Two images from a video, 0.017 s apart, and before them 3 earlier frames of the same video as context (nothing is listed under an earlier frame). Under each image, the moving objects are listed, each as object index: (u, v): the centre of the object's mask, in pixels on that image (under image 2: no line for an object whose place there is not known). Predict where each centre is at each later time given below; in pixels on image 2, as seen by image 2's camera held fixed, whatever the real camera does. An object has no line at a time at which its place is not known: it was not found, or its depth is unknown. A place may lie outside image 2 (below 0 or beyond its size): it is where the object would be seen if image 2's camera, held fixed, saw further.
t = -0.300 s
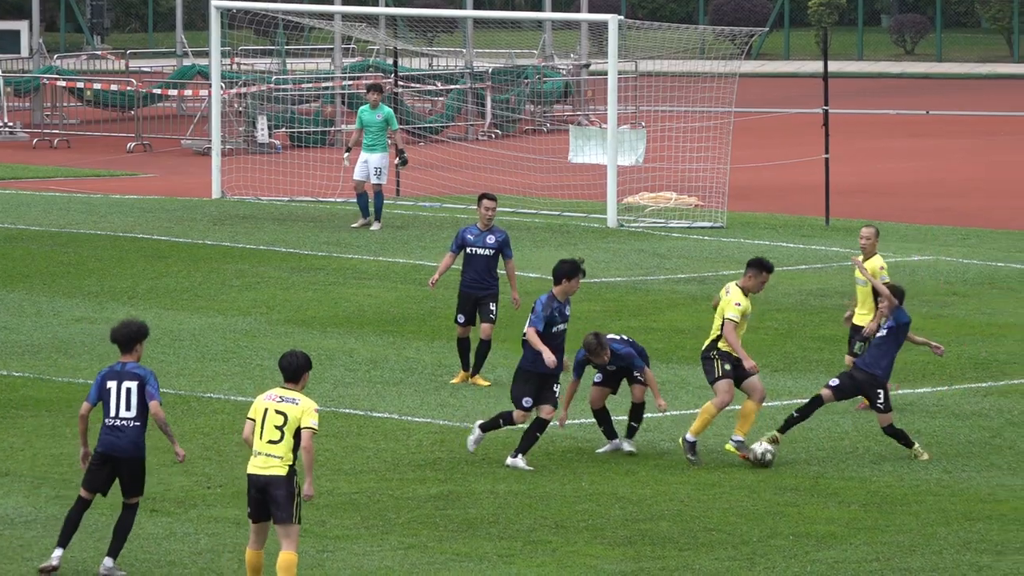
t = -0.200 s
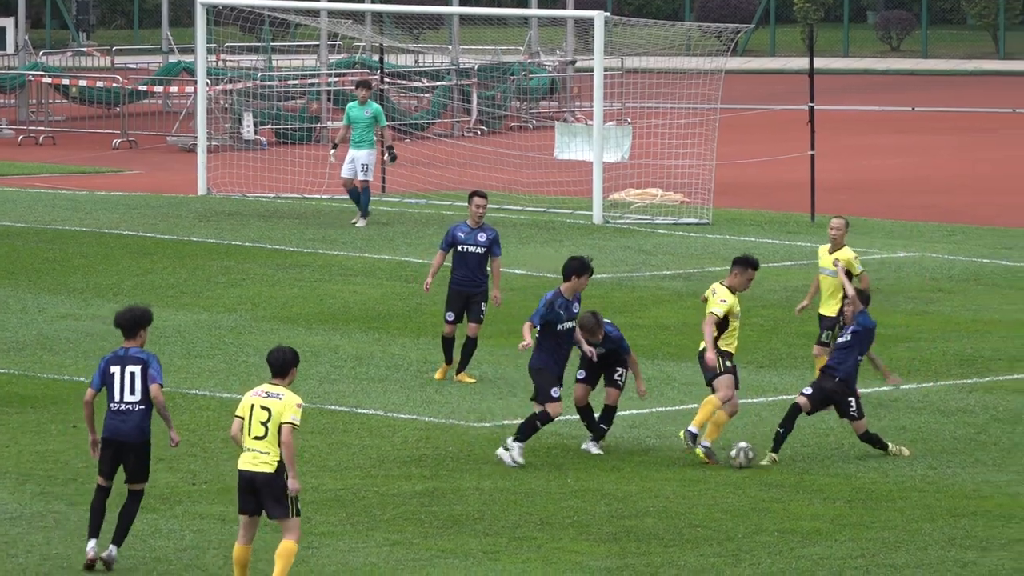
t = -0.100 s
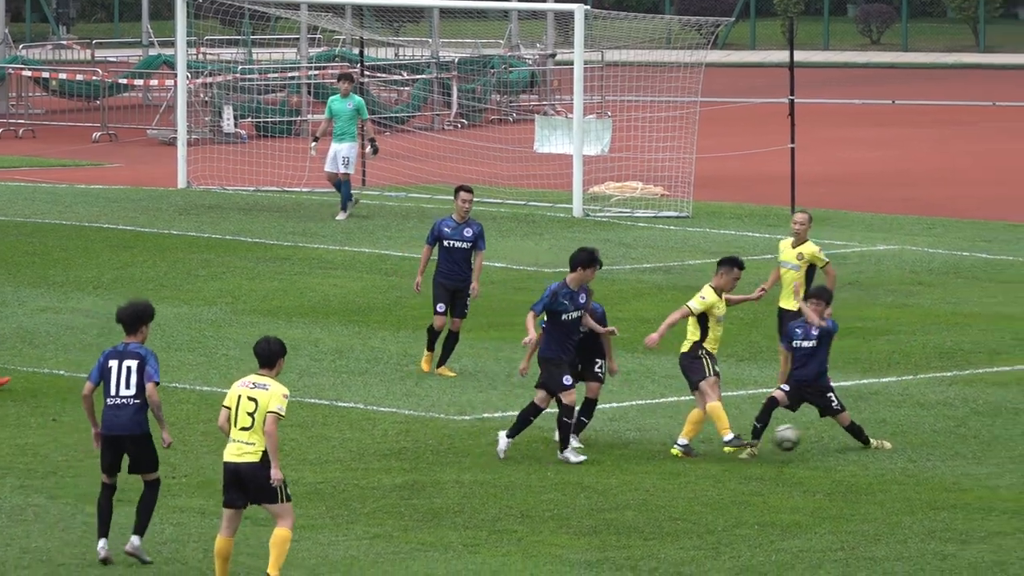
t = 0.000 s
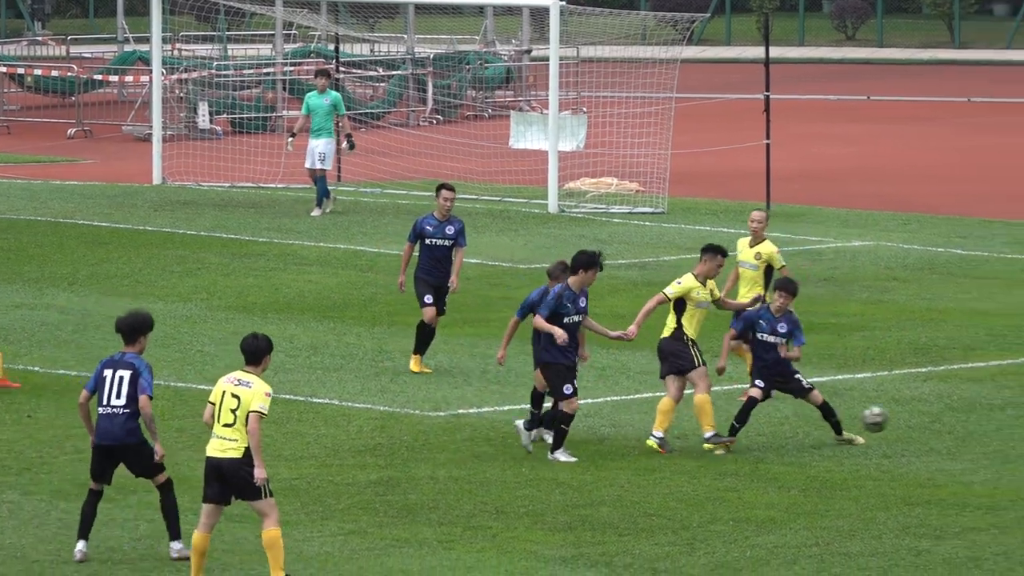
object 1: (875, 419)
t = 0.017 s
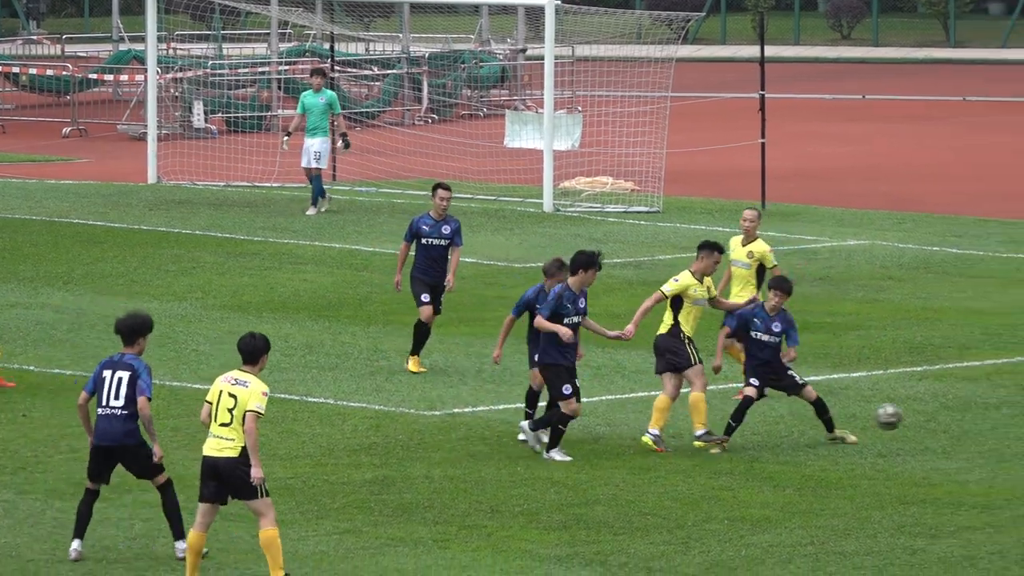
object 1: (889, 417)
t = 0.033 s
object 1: (908, 416)
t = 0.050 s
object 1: (927, 416)
